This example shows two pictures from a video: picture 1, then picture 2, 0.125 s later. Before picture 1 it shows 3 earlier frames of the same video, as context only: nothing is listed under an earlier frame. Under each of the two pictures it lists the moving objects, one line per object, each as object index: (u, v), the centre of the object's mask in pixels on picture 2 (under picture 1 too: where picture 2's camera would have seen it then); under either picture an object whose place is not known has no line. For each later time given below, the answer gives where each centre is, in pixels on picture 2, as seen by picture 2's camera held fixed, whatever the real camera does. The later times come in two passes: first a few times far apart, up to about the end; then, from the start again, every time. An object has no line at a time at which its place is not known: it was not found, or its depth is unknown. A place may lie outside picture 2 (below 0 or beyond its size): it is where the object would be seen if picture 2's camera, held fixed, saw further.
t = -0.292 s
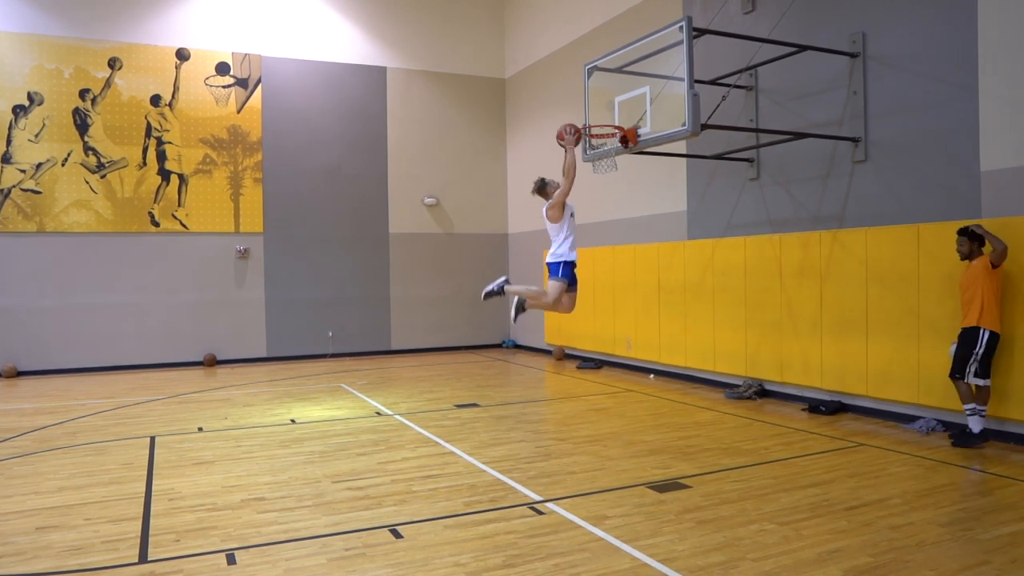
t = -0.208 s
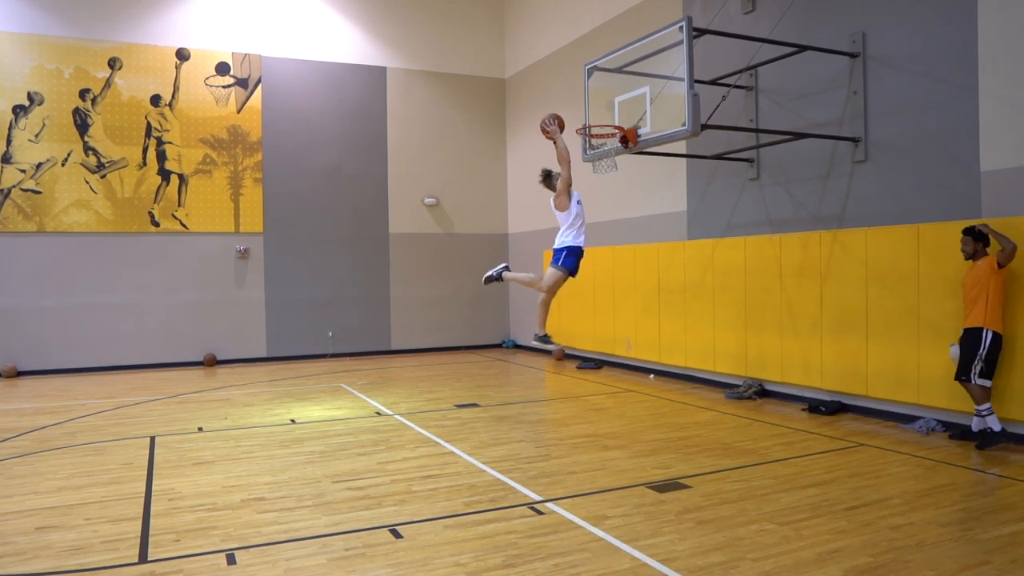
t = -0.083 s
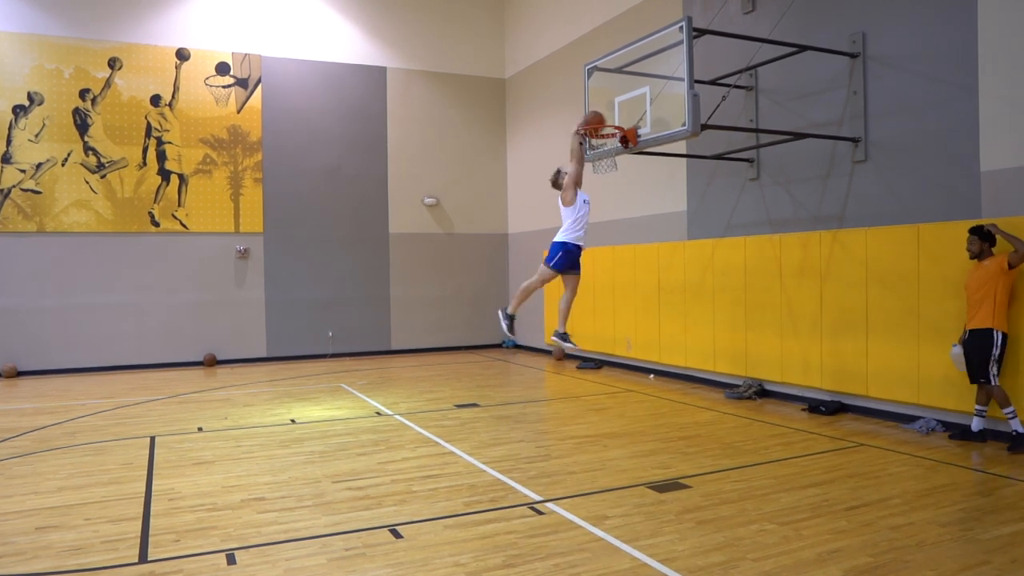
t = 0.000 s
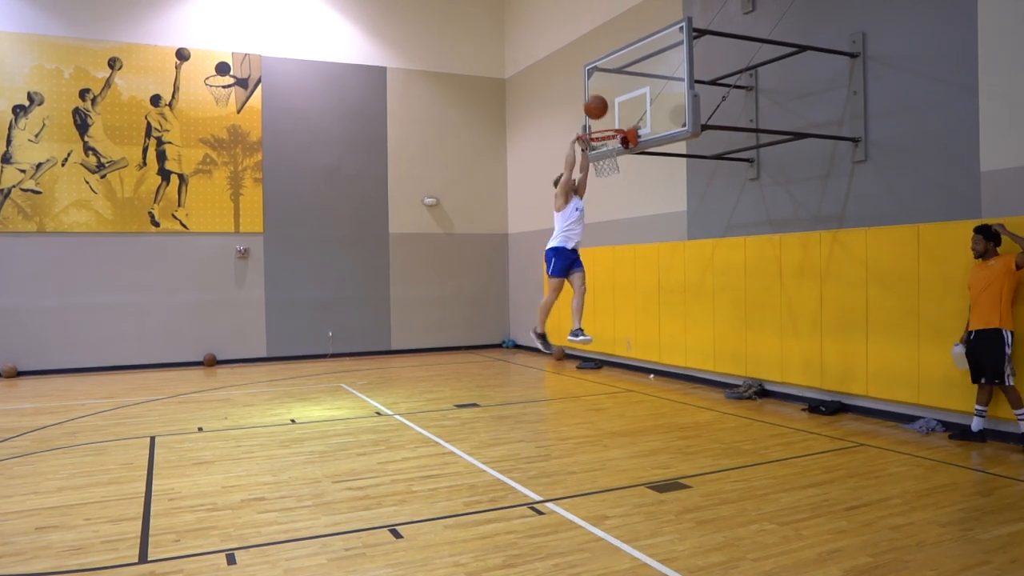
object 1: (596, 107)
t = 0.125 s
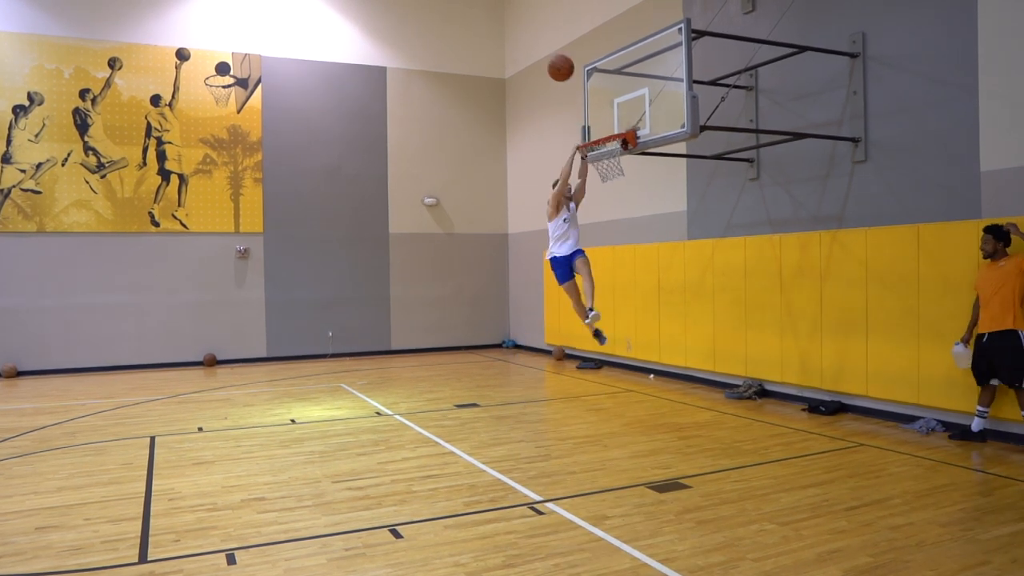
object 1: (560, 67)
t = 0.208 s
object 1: (534, 47)
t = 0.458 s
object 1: (437, 28)
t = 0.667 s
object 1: (314, 82)
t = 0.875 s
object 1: (129, 262)
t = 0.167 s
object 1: (548, 57)
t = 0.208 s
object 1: (534, 47)
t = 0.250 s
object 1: (523, 41)
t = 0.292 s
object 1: (507, 35)
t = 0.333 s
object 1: (492, 30)
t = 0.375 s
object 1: (474, 27)
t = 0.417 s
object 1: (456, 26)
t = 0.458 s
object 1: (437, 28)
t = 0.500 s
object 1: (416, 31)
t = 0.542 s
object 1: (393, 39)
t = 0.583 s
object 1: (369, 49)
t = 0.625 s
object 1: (343, 64)
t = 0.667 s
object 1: (314, 82)
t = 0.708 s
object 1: (284, 105)
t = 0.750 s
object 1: (250, 134)
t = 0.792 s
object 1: (214, 168)
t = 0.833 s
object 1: (173, 211)
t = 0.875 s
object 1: (129, 262)
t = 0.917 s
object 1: (80, 322)
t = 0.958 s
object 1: (28, 394)
